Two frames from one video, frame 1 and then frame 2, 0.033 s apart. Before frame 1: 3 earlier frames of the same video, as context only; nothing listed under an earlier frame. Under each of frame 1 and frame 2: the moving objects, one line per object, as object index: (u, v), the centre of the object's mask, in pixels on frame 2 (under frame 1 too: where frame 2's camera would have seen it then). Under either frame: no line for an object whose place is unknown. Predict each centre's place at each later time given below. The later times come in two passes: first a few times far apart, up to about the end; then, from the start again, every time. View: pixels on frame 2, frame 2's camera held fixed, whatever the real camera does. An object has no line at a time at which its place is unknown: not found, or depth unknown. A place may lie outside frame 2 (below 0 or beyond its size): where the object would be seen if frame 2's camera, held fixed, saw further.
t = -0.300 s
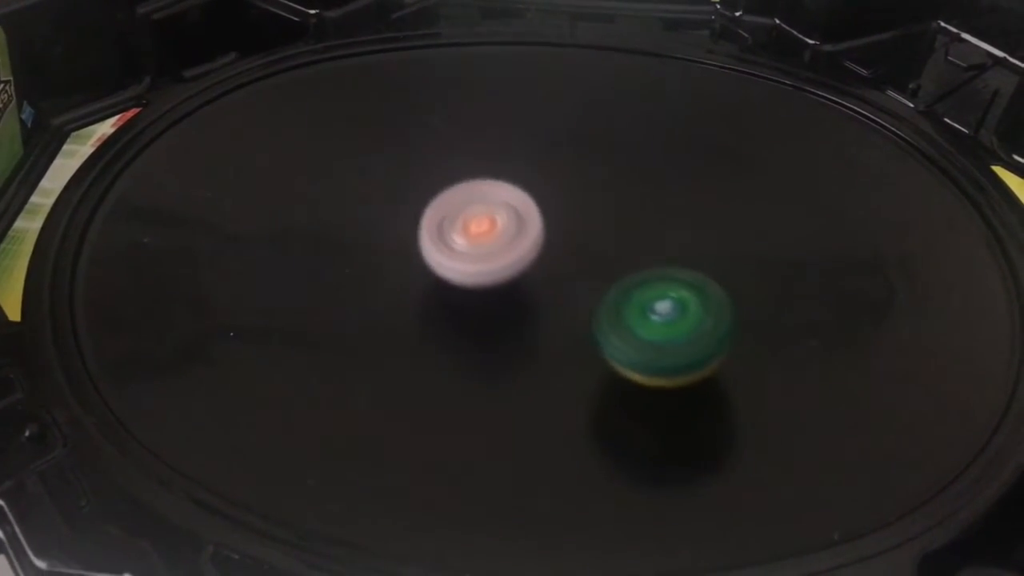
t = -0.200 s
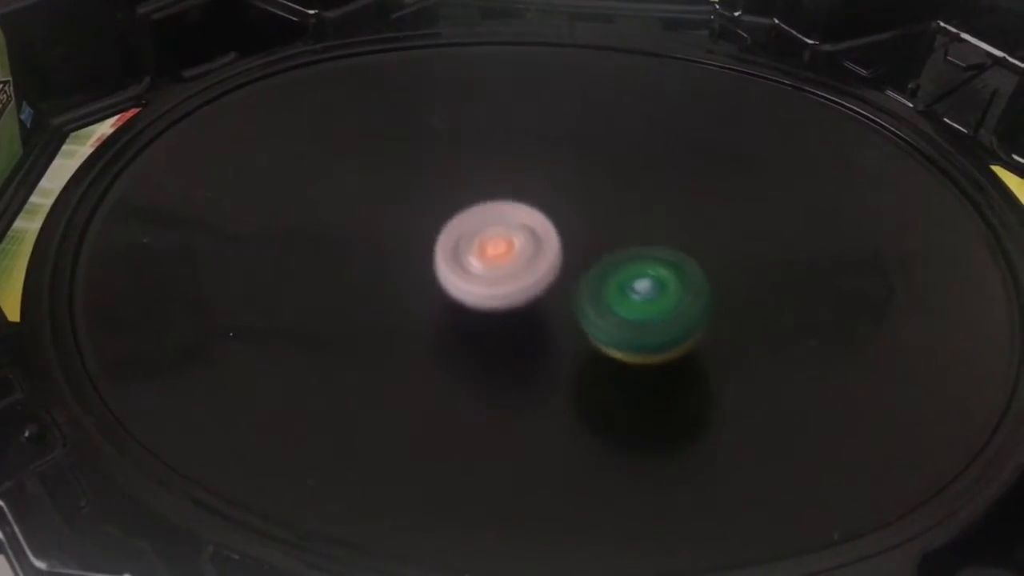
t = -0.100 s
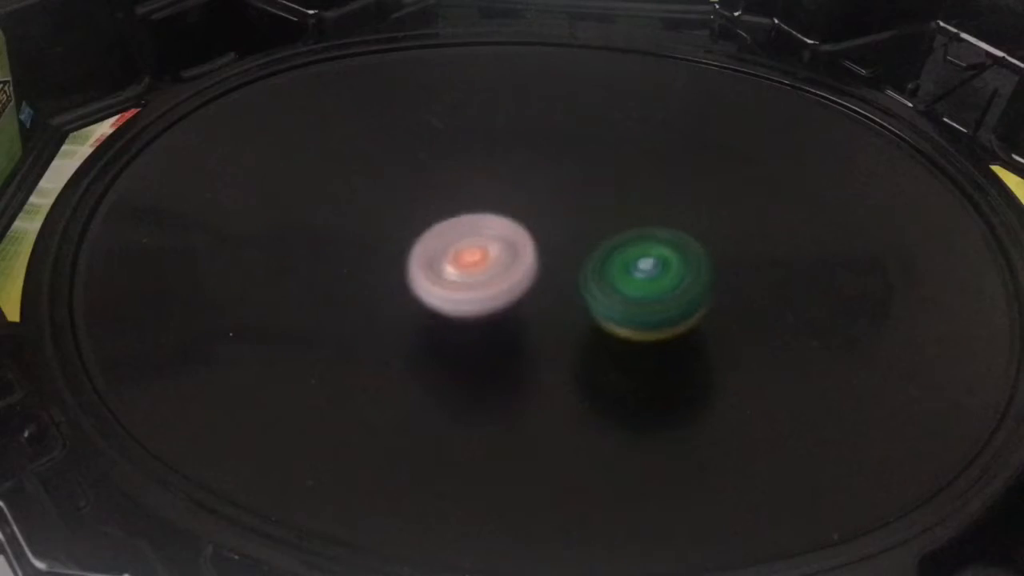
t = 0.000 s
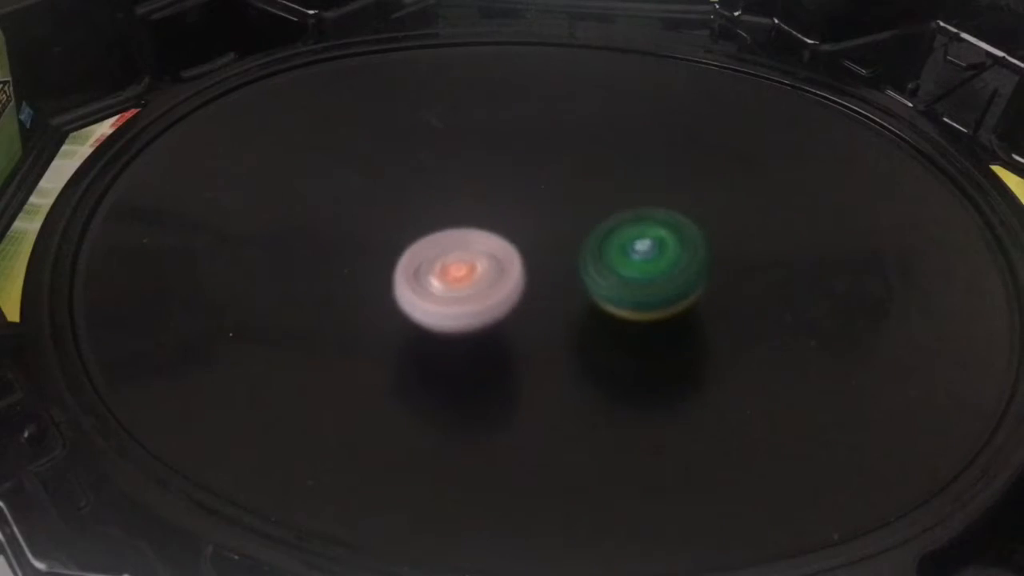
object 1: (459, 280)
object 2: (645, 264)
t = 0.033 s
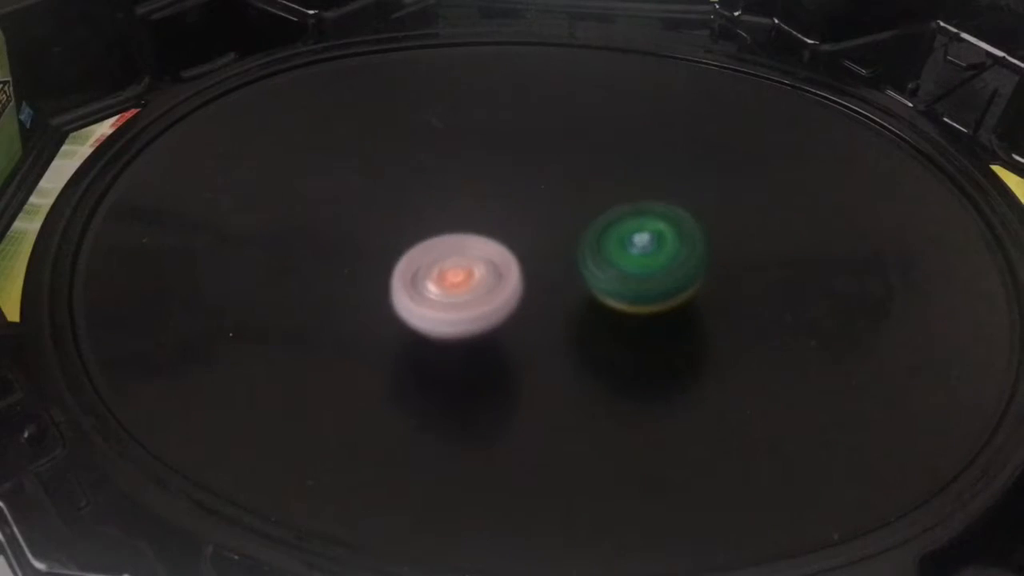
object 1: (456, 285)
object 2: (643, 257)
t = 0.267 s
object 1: (450, 318)
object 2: (629, 217)
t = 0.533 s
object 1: (479, 319)
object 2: (585, 195)
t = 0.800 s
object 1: (518, 292)
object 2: (532, 193)
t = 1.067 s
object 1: (556, 298)
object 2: (486, 207)
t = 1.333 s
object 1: (594, 281)
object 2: (449, 248)
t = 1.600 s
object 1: (605, 258)
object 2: (427, 286)
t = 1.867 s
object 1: (603, 235)
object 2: (443, 303)
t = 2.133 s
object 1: (585, 204)
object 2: (486, 302)
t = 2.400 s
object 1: (621, 115)
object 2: (461, 330)
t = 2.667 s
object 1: (594, 120)
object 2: (487, 301)
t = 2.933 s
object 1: (584, 107)
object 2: (520, 335)
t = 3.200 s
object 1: (550, 66)
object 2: (462, 415)
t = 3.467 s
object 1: (469, 134)
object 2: (418, 387)
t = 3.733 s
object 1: (396, 202)
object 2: (448, 315)
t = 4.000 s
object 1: (330, 188)
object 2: (502, 260)
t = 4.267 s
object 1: (329, 209)
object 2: (527, 190)
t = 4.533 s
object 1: (392, 247)
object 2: (547, 150)
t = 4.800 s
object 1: (497, 298)
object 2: (557, 167)
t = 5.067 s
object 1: (598, 341)
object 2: (558, 228)
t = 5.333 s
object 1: (663, 364)
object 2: (556, 287)
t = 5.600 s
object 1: (710, 363)
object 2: (538, 311)
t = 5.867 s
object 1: (772, 340)
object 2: (480, 282)
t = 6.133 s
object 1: (744, 279)
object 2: (457, 248)
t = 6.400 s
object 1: (675, 204)
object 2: (470, 220)
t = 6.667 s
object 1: (608, 145)
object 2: (509, 218)
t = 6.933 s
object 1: (555, 124)
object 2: (539, 232)
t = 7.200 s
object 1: (503, 146)
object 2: (564, 240)
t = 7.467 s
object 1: (449, 197)
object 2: (595, 240)
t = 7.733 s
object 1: (397, 249)
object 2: (619, 253)
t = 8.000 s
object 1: (372, 279)
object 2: (603, 269)
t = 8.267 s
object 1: (398, 291)
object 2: (577, 271)
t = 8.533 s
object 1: (429, 297)
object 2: (591, 267)
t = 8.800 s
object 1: (488, 301)
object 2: (622, 256)
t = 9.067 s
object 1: (519, 313)
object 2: (636, 239)
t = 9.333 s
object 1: (539, 315)
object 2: (619, 231)
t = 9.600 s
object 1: (524, 333)
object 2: (589, 210)
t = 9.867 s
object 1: (516, 323)
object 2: (555, 209)
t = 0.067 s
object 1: (454, 291)
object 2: (641, 251)
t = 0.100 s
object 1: (452, 297)
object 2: (640, 245)
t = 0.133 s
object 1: (451, 302)
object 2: (639, 238)
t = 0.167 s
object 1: (450, 306)
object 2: (637, 232)
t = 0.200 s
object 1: (450, 311)
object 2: (635, 227)
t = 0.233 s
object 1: (449, 315)
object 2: (632, 222)
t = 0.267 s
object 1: (450, 318)
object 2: (629, 217)
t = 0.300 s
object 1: (452, 321)
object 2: (625, 213)
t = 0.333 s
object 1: (453, 323)
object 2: (621, 210)
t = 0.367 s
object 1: (456, 324)
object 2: (616, 206)
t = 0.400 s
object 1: (460, 325)
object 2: (610, 203)
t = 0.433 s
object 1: (464, 325)
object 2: (605, 200)
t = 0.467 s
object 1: (469, 324)
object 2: (598, 198)
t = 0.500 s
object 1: (474, 322)
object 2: (591, 196)
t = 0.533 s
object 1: (479, 319)
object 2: (585, 195)
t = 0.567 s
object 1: (485, 316)
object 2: (579, 194)
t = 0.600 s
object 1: (490, 312)
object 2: (572, 193)
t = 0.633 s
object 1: (495, 308)
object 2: (566, 193)
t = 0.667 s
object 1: (501, 303)
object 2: (560, 194)
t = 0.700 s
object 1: (506, 298)
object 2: (553, 195)
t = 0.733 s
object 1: (512, 293)
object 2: (547, 195)
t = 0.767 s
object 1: (516, 289)
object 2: (539, 194)
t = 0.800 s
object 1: (518, 292)
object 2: (532, 193)
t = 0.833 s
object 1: (523, 290)
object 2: (526, 192)
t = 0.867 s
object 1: (525, 294)
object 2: (519, 192)
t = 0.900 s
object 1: (528, 297)
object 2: (513, 193)
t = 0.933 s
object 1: (534, 297)
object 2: (508, 195)
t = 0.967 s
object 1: (539, 298)
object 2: (502, 197)
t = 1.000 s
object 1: (544, 298)
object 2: (496, 200)
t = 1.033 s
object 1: (550, 298)
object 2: (491, 203)
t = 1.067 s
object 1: (556, 298)
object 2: (486, 207)
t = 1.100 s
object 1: (561, 297)
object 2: (481, 211)
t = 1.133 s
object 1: (566, 296)
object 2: (476, 216)
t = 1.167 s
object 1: (572, 295)
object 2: (471, 221)
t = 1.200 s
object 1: (576, 292)
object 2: (467, 227)
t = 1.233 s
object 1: (581, 290)
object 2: (463, 232)
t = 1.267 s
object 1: (586, 288)
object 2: (459, 238)
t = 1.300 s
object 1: (590, 285)
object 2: (453, 243)
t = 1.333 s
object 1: (594, 281)
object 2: (449, 248)
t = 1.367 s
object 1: (597, 278)
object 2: (445, 254)
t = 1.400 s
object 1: (600, 275)
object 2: (442, 260)
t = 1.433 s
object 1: (602, 271)
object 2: (438, 264)
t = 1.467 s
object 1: (603, 268)
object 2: (435, 269)
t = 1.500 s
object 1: (604, 266)
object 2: (432, 274)
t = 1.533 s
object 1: (604, 263)
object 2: (430, 278)
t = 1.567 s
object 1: (605, 260)
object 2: (428, 283)
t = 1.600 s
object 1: (605, 258)
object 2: (427, 286)
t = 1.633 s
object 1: (605, 255)
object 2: (426, 290)
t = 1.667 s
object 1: (606, 253)
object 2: (426, 293)
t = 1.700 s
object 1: (606, 250)
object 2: (427, 295)
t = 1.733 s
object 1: (606, 247)
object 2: (429, 297)
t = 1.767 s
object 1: (606, 244)
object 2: (432, 299)
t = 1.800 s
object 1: (606, 241)
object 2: (436, 301)
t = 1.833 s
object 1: (605, 238)
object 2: (439, 302)
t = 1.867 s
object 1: (603, 235)
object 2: (443, 303)
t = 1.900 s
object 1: (601, 231)
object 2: (448, 303)
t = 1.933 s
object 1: (598, 228)
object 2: (453, 303)
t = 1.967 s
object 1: (595, 225)
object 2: (458, 303)
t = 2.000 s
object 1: (592, 221)
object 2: (465, 302)
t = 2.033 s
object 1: (588, 219)
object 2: (472, 300)
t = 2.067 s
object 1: (584, 217)
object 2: (480, 298)
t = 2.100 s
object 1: (579, 215)
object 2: (489, 296)
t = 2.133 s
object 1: (585, 204)
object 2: (486, 302)
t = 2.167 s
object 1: (606, 178)
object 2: (474, 318)
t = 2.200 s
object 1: (620, 159)
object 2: (469, 325)
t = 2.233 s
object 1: (627, 147)
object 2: (466, 328)
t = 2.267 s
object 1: (628, 138)
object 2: (464, 330)
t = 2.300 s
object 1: (627, 131)
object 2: (463, 331)
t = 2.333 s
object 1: (625, 124)
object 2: (462, 331)
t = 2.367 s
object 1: (623, 119)
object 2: (461, 331)
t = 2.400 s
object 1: (621, 115)
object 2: (461, 330)
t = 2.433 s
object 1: (619, 112)
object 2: (462, 329)
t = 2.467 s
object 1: (616, 110)
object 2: (464, 327)
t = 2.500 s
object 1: (613, 108)
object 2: (466, 324)
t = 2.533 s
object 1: (609, 108)
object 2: (469, 320)
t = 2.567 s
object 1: (605, 109)
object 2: (473, 316)
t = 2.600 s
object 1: (601, 112)
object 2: (477, 311)
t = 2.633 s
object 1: (598, 115)
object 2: (482, 306)
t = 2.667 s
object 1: (594, 120)
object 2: (487, 301)
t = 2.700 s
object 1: (591, 125)
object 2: (493, 295)
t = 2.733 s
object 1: (587, 132)
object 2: (498, 289)
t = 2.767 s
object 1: (582, 139)
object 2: (506, 283)
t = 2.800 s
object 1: (578, 148)
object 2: (514, 277)
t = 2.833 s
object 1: (573, 156)
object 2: (522, 272)
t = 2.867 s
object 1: (568, 166)
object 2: (530, 266)
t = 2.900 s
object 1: (573, 145)
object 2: (526, 294)
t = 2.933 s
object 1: (584, 107)
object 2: (520, 335)
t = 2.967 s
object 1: (592, 78)
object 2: (517, 364)
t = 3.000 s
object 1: (596, 60)
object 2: (515, 384)
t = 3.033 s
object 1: (597, 51)
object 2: (511, 396)
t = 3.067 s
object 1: (592, 49)
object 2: (502, 402)
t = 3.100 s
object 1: (583, 52)
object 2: (492, 407)
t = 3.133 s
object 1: (572, 55)
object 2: (481, 411)
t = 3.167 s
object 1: (561, 60)
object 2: (471, 414)
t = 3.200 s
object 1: (550, 66)
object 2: (462, 415)
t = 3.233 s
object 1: (539, 72)
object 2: (453, 416)
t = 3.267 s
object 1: (528, 79)
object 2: (446, 416)
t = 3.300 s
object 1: (517, 87)
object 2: (440, 414)
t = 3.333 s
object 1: (507, 95)
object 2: (433, 412)
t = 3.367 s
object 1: (497, 105)
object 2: (428, 407)
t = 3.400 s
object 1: (488, 114)
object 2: (423, 402)
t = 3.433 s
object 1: (478, 123)
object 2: (420, 395)
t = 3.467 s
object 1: (469, 134)
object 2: (418, 387)
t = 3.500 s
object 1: (459, 144)
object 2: (417, 378)
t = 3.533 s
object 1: (451, 156)
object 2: (418, 369)
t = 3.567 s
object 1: (442, 167)
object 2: (420, 358)
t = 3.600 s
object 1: (434, 178)
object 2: (422, 347)
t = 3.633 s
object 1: (426, 191)
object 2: (426, 336)
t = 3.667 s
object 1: (418, 202)
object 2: (431, 323)
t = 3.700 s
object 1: (410, 211)
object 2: (436, 313)
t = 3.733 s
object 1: (396, 202)
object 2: (448, 315)
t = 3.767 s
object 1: (384, 192)
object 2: (461, 317)
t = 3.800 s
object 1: (374, 186)
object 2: (472, 312)
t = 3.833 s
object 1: (365, 185)
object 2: (477, 303)
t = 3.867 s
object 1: (357, 185)
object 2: (481, 295)
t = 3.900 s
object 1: (348, 186)
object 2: (486, 286)
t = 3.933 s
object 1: (341, 187)
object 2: (490, 277)
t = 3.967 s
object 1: (335, 187)
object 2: (496, 269)
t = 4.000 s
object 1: (330, 188)
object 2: (502, 260)
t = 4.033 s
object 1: (326, 189)
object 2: (506, 251)
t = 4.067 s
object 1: (323, 191)
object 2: (510, 243)
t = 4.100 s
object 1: (320, 193)
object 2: (512, 234)
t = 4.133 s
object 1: (319, 195)
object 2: (514, 225)
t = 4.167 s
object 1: (320, 198)
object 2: (517, 216)
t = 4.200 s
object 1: (322, 202)
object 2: (521, 207)
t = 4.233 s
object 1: (325, 205)
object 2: (523, 199)
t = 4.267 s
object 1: (329, 209)
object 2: (527, 190)
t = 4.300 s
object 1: (334, 213)
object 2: (530, 183)
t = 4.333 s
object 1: (339, 217)
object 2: (533, 176)
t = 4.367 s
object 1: (346, 222)
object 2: (535, 169)
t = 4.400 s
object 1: (354, 226)
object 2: (537, 164)
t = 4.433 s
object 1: (362, 231)
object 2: (540, 159)
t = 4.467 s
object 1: (372, 236)
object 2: (542, 155)
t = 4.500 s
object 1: (382, 241)
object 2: (545, 152)
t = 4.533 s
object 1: (392, 247)
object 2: (547, 150)
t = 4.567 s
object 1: (404, 254)
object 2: (549, 148)
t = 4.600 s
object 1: (416, 260)
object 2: (551, 147)
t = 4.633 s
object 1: (429, 267)
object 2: (553, 148)
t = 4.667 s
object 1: (442, 273)
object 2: (554, 150)
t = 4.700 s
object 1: (455, 279)
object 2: (556, 153)
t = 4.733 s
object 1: (470, 286)
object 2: (556, 157)
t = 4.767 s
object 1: (483, 292)
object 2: (557, 162)
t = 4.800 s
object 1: (497, 298)
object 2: (557, 167)
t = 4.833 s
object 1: (512, 304)
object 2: (558, 173)
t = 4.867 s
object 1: (525, 310)
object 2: (558, 180)
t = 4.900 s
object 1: (539, 316)
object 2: (558, 187)
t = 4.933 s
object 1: (552, 322)
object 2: (559, 195)
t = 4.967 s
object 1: (565, 327)
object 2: (559, 203)
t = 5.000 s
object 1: (577, 332)
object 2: (559, 212)
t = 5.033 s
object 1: (588, 337)
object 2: (558, 220)
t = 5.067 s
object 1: (598, 341)
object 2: (558, 228)
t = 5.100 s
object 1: (608, 344)
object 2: (556, 236)
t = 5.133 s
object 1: (617, 347)
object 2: (555, 245)
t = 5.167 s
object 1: (625, 349)
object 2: (555, 253)
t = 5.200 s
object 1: (632, 351)
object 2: (555, 261)
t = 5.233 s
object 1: (639, 352)
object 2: (556, 269)
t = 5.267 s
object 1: (649, 357)
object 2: (556, 276)
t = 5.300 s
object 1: (657, 362)
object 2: (555, 281)
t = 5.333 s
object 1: (663, 364)
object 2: (556, 287)
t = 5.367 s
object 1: (669, 365)
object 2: (558, 292)
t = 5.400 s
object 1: (675, 366)
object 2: (558, 297)
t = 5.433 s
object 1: (679, 366)
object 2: (557, 302)
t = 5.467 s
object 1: (683, 365)
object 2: (555, 306)
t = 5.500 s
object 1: (686, 364)
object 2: (555, 310)
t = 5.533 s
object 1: (688, 361)
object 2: (554, 313)
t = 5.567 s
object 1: (688, 358)
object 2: (553, 316)
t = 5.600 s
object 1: (710, 363)
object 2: (538, 311)
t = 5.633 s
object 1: (733, 368)
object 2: (521, 305)
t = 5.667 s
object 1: (744, 368)
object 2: (512, 301)
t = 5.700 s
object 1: (752, 364)
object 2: (506, 298)
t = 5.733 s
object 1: (758, 360)
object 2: (501, 295)
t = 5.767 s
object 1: (764, 355)
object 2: (495, 292)
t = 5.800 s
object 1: (768, 350)
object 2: (490, 289)
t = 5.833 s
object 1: (771, 345)
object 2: (485, 285)
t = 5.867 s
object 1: (772, 340)
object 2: (480, 282)
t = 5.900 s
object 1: (772, 333)
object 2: (475, 277)
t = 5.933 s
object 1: (771, 326)
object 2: (472, 273)
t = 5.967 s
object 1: (769, 319)
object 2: (468, 269)
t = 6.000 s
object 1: (766, 312)
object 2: (465, 265)
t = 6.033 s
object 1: (762, 304)
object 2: (462, 261)
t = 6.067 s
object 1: (757, 297)
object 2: (460, 256)
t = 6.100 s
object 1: (751, 288)
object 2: (458, 252)
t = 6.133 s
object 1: (744, 279)
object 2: (457, 248)
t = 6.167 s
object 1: (737, 270)
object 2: (457, 243)
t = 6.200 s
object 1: (729, 261)
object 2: (456, 239)
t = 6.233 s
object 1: (721, 252)
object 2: (457, 235)
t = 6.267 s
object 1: (712, 242)
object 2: (459, 231)
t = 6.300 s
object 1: (704, 233)
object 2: (461, 228)
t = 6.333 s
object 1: (695, 223)
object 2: (464, 225)
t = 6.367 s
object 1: (685, 213)
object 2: (467, 222)
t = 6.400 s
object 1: (675, 204)
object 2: (470, 220)
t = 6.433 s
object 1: (666, 195)
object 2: (474, 218)
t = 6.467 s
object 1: (657, 186)
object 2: (478, 217)
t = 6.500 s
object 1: (648, 178)
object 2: (482, 216)
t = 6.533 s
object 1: (640, 170)
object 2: (487, 216)
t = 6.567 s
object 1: (631, 163)
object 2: (493, 216)
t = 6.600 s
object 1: (623, 156)
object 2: (498, 216)
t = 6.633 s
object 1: (615, 150)
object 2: (504, 217)
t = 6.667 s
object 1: (608, 145)
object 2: (509, 218)
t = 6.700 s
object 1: (601, 140)
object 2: (514, 219)
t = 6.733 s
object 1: (594, 136)
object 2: (519, 221)
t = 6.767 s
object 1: (587, 133)
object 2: (523, 223)
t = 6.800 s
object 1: (580, 130)
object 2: (527, 225)
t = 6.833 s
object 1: (574, 127)
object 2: (530, 227)
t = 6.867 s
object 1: (567, 126)
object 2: (532, 229)
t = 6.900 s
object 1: (561, 124)
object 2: (535, 230)
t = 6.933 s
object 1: (555, 124)
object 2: (539, 232)
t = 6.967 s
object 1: (549, 125)
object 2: (541, 234)
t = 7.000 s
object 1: (542, 125)
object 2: (544, 235)
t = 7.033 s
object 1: (536, 127)
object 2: (547, 236)
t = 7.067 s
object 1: (530, 129)
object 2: (551, 237)
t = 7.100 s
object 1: (523, 132)
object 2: (554, 238)
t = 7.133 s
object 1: (517, 137)
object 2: (557, 239)
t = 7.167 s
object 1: (510, 141)
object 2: (561, 239)
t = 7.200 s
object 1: (503, 146)
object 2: (564, 240)
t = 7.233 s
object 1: (496, 151)
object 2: (568, 240)
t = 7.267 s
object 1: (490, 157)
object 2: (572, 240)
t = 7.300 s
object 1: (483, 163)
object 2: (575, 240)
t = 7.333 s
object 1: (477, 169)
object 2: (579, 240)
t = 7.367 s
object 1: (470, 176)
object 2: (582, 240)
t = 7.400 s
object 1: (463, 183)
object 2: (586, 240)
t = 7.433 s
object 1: (456, 190)
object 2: (591, 240)
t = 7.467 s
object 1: (449, 197)
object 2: (595, 240)
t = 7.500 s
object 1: (442, 205)
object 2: (599, 241)
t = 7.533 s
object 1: (434, 212)
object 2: (604, 242)
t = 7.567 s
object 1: (427, 219)
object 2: (607, 243)
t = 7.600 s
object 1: (421, 226)
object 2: (611, 244)
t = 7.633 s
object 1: (415, 232)
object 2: (614, 246)
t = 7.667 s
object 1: (409, 237)
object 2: (616, 248)
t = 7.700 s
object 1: (403, 243)
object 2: (618, 251)
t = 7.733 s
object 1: (397, 249)
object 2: (619, 253)
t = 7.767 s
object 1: (392, 254)
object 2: (619, 255)
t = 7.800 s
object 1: (388, 259)
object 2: (619, 258)
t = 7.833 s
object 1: (384, 263)
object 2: (617, 261)
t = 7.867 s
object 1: (380, 267)
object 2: (616, 263)
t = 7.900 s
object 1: (377, 271)
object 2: (614, 266)
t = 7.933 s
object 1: (375, 274)
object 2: (611, 267)
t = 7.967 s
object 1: (373, 277)
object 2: (607, 269)
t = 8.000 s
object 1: (372, 279)
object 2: (603, 269)
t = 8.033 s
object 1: (372, 282)
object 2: (601, 270)
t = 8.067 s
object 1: (373, 284)
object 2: (597, 270)
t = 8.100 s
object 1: (376, 286)
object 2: (593, 270)
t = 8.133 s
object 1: (379, 287)
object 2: (590, 270)
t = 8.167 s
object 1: (382, 289)
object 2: (586, 270)
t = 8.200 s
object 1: (387, 289)
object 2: (583, 270)
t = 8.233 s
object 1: (392, 290)
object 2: (580, 271)
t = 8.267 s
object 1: (398, 291)
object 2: (577, 271)
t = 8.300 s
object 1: (405, 291)
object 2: (575, 271)
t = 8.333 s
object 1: (413, 291)
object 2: (571, 272)
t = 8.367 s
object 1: (421, 291)
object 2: (568, 273)
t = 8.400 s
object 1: (430, 292)
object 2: (565, 274)
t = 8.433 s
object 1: (424, 294)
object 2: (574, 272)
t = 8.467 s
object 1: (419, 295)
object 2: (581, 270)
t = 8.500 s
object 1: (423, 295)
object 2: (586, 269)
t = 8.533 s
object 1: (429, 297)
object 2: (591, 267)
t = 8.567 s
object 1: (434, 298)
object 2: (597, 265)
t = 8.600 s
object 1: (440, 299)
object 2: (601, 263)
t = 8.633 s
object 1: (447, 300)
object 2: (606, 262)
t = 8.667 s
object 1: (454, 300)
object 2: (610, 260)
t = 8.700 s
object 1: (462, 300)
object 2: (613, 259)
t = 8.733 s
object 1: (470, 300)
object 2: (617, 258)
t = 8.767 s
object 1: (479, 300)
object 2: (619, 257)
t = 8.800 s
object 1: (488, 301)
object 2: (622, 256)
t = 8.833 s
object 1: (496, 301)
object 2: (623, 255)
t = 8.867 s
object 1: (505, 301)
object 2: (624, 255)
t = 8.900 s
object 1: (510, 302)
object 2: (626, 252)
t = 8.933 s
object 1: (515, 302)
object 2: (628, 250)
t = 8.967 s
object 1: (515, 305)
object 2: (630, 247)
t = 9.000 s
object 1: (513, 309)
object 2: (634, 243)
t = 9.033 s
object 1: (516, 311)
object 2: (635, 241)
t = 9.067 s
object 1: (519, 313)
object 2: (636, 239)
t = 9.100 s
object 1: (521, 315)
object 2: (636, 237)
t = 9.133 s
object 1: (523, 316)
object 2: (636, 235)
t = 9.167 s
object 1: (526, 317)
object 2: (635, 233)
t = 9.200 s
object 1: (529, 318)
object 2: (633, 232)
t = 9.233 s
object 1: (532, 318)
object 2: (630, 231)
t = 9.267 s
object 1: (534, 317)
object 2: (627, 231)
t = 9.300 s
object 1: (537, 316)
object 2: (623, 231)
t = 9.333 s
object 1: (539, 315)
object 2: (619, 231)
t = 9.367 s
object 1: (542, 313)
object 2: (615, 231)
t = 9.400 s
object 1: (540, 315)
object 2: (610, 229)
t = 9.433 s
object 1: (540, 314)
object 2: (605, 228)
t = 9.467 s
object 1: (542, 313)
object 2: (601, 227)
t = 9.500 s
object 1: (538, 317)
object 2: (597, 225)
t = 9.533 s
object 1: (528, 327)
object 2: (596, 217)
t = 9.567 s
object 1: (524, 331)
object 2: (592, 213)
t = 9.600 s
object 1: (524, 333)
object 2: (589, 210)
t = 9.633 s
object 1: (522, 335)
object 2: (586, 207)
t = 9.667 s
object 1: (520, 335)
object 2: (582, 206)
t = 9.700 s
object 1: (519, 335)
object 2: (578, 204)
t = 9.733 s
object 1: (518, 334)
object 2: (573, 204)
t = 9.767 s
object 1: (517, 333)
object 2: (568, 204)
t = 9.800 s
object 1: (516, 330)
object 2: (564, 205)
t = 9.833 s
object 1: (516, 327)
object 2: (559, 206)
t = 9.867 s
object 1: (516, 323)
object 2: (555, 209)
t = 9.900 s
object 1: (516, 319)
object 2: (549, 211)
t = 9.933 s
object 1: (517, 314)
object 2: (545, 213)
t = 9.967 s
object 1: (518, 311)
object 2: (542, 214)
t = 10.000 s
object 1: (514, 329)
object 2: (538, 209)
